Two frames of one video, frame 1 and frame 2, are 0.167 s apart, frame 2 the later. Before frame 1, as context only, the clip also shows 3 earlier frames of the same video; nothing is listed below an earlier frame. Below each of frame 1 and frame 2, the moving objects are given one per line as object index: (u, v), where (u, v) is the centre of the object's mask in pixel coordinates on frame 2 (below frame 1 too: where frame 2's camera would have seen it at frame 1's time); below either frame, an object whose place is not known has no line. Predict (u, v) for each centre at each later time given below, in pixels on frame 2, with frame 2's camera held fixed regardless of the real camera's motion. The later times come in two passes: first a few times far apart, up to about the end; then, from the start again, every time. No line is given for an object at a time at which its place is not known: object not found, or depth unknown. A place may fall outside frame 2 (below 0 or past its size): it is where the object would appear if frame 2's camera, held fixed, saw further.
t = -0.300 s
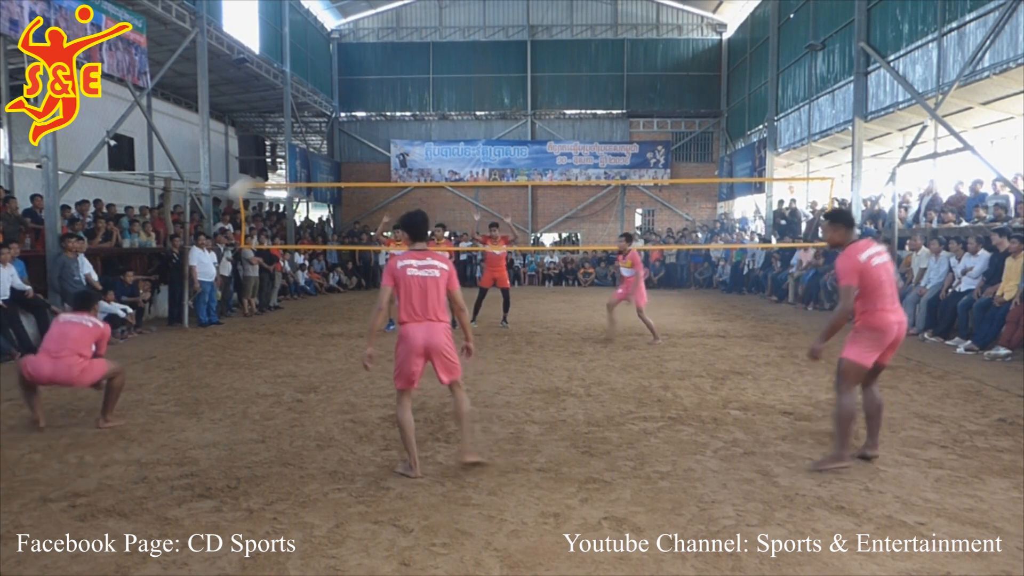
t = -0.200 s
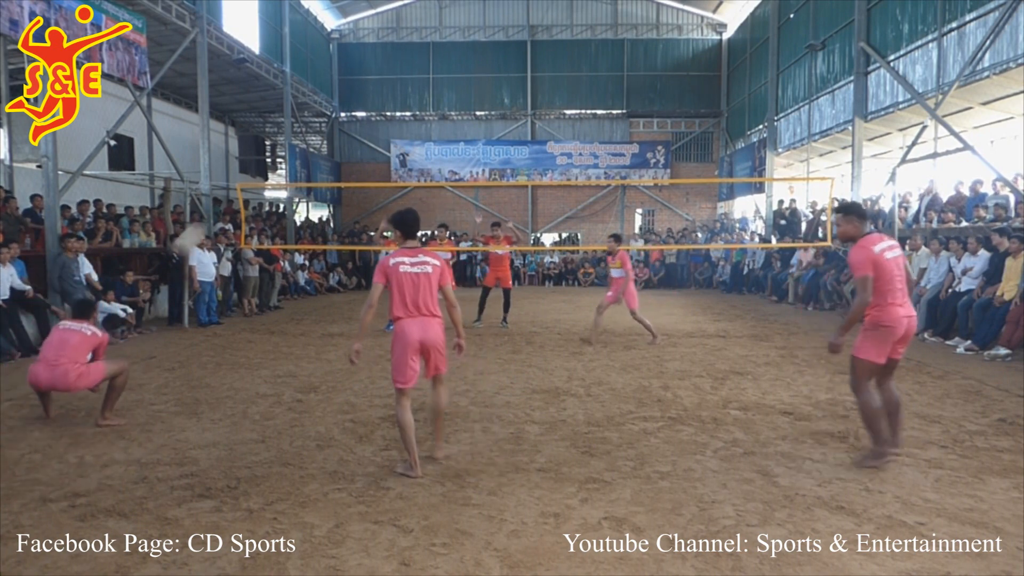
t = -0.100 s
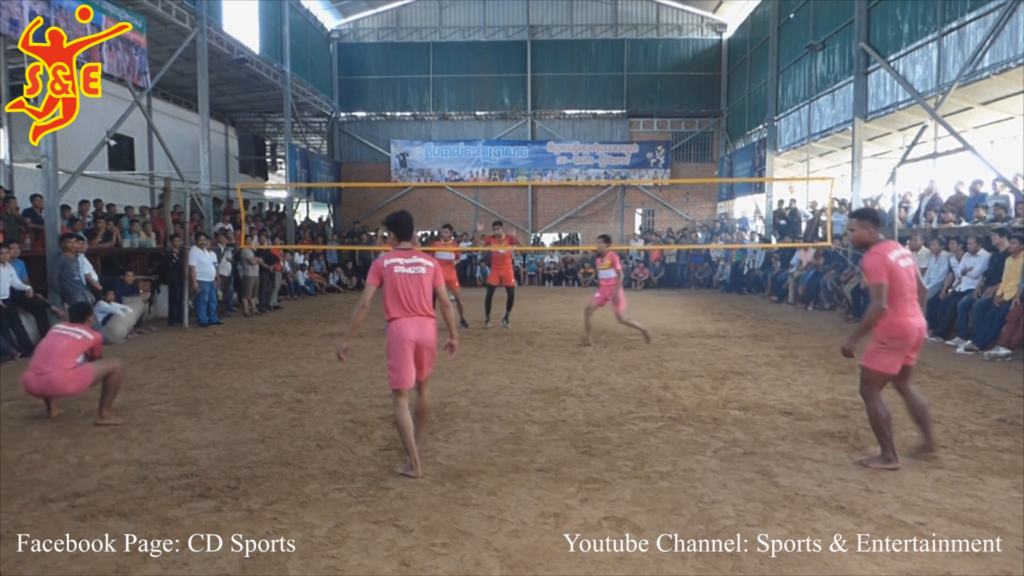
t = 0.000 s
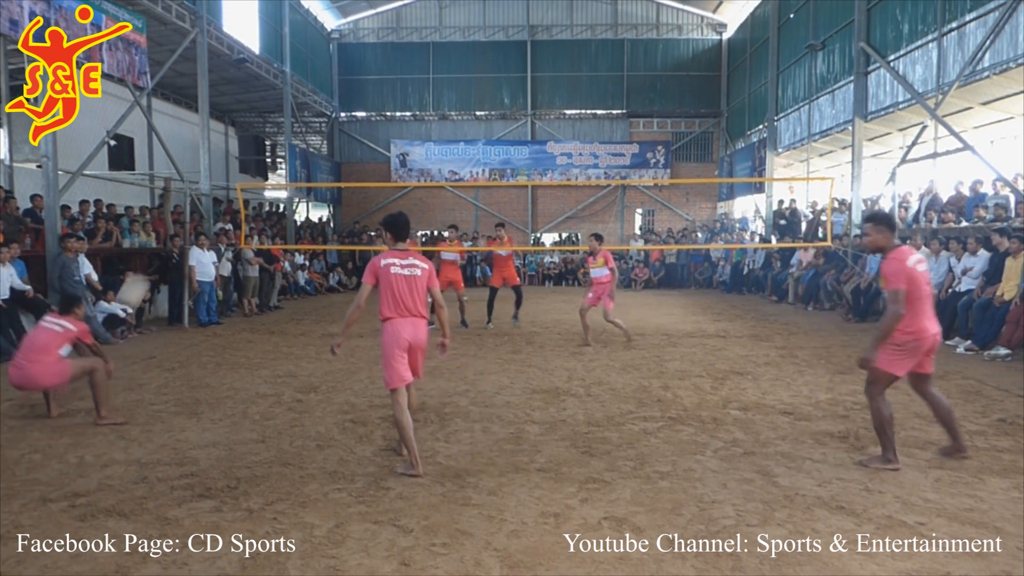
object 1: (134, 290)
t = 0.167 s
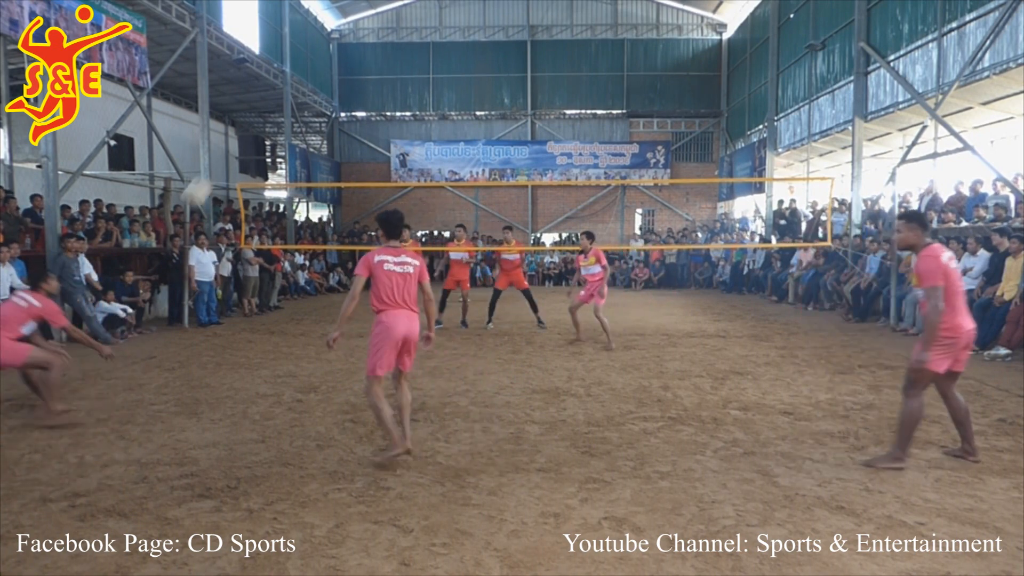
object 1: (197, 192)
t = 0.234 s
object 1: (222, 161)
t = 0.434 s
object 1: (288, 104)
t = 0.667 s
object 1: (358, 87)
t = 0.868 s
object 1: (410, 109)
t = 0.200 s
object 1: (210, 176)
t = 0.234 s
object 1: (222, 161)
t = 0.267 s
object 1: (234, 148)
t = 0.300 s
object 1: (246, 137)
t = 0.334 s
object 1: (255, 128)
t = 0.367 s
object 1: (267, 118)
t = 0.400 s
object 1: (278, 110)
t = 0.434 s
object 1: (288, 104)
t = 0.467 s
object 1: (300, 98)
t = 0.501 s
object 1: (310, 93)
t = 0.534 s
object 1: (320, 90)
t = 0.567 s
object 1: (329, 89)
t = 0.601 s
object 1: (339, 87)
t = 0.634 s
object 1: (349, 87)
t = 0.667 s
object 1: (358, 87)
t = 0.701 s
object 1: (367, 89)
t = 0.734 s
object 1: (376, 91)
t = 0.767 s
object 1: (385, 95)
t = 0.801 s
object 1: (393, 99)
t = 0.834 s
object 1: (401, 103)
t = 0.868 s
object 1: (410, 109)
